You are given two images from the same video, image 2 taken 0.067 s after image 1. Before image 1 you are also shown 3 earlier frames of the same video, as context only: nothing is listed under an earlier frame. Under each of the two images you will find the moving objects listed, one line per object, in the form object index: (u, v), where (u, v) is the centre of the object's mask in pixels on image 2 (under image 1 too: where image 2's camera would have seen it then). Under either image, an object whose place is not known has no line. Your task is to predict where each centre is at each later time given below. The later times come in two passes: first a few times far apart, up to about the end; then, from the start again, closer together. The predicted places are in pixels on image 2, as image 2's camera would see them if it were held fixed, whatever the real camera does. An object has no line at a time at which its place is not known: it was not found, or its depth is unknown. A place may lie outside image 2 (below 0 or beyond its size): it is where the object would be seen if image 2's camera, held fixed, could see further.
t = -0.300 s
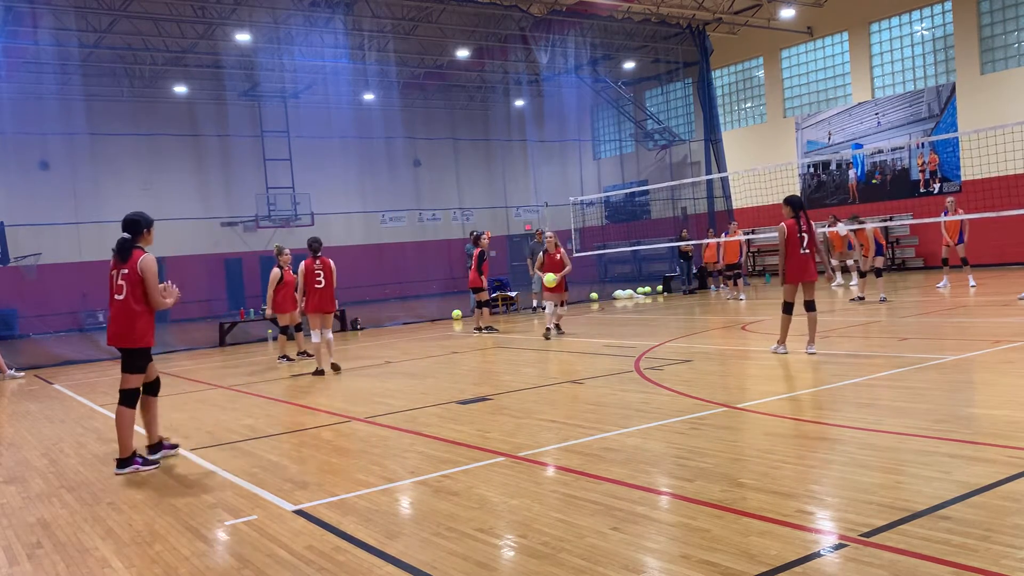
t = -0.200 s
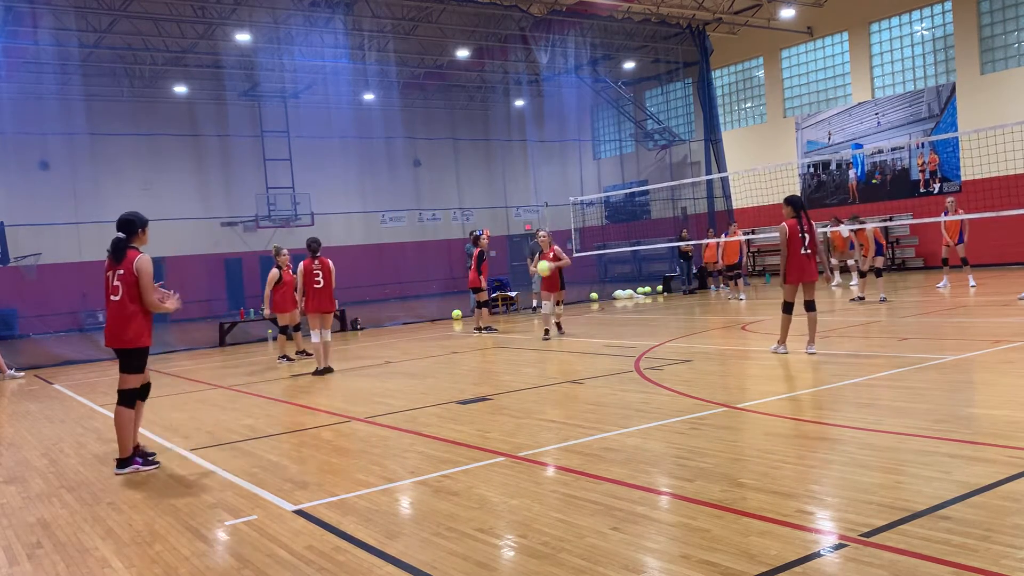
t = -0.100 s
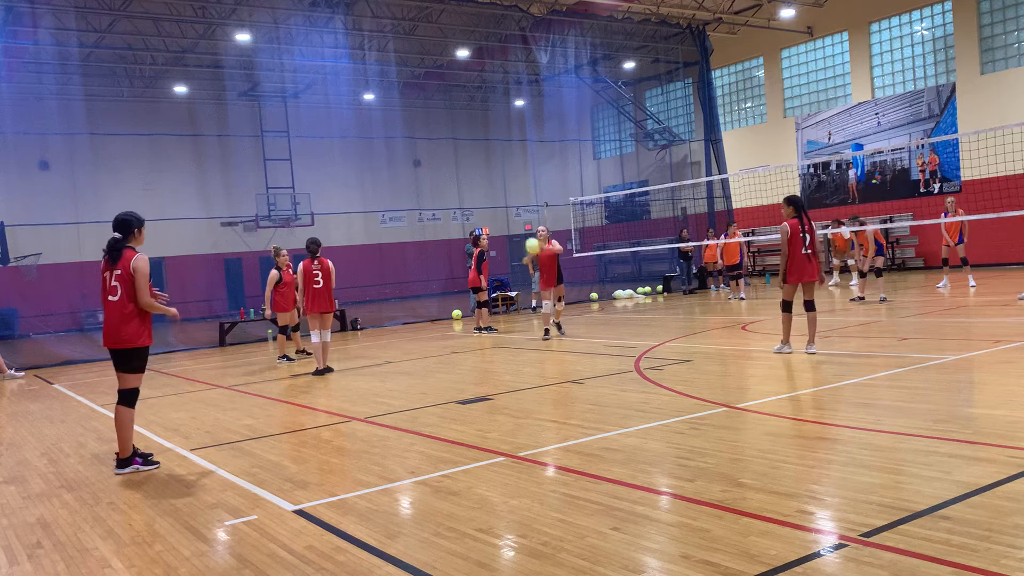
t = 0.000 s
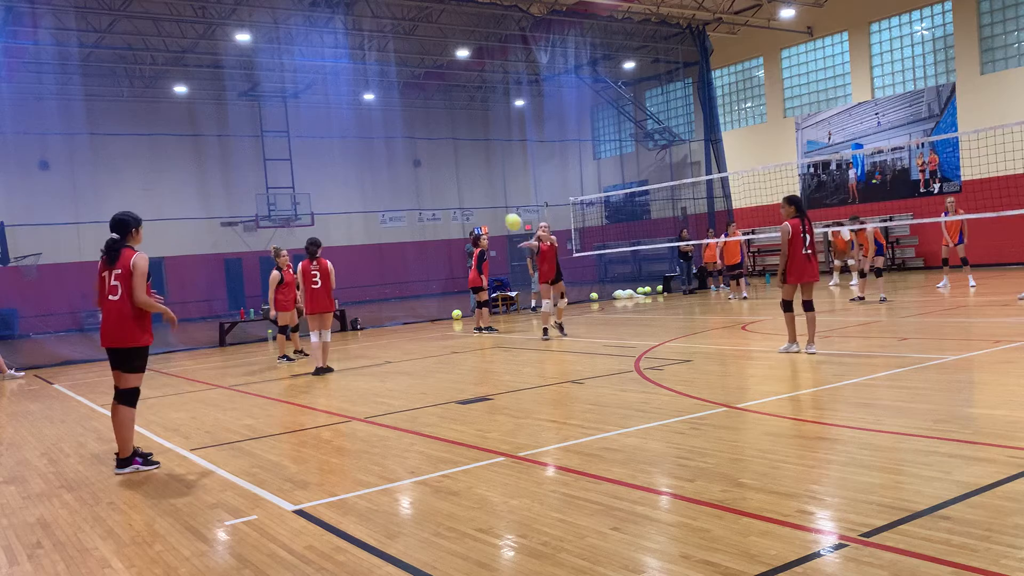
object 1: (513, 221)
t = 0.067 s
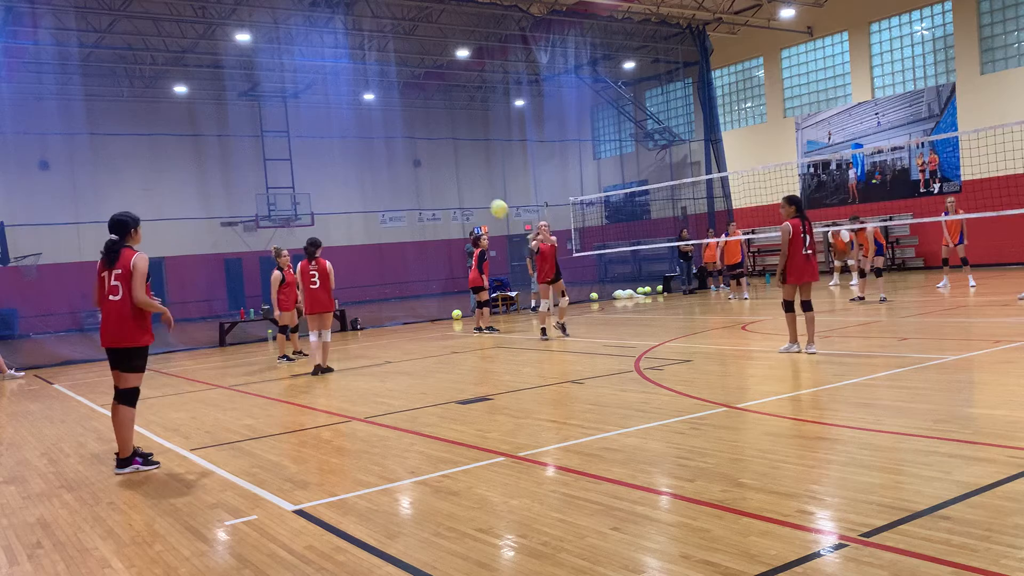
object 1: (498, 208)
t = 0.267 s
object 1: (452, 183)
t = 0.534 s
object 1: (376, 208)
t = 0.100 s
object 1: (491, 202)
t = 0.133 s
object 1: (484, 197)
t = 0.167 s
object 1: (476, 192)
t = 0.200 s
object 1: (468, 189)
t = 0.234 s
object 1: (460, 186)
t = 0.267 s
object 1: (452, 183)
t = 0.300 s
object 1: (443, 182)
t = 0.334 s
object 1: (435, 183)
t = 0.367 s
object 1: (426, 184)
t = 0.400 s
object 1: (417, 187)
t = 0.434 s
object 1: (407, 190)
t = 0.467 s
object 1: (397, 194)
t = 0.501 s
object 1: (387, 200)
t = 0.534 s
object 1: (376, 208)
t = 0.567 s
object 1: (365, 217)
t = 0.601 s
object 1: (354, 228)
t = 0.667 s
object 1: (329, 257)
